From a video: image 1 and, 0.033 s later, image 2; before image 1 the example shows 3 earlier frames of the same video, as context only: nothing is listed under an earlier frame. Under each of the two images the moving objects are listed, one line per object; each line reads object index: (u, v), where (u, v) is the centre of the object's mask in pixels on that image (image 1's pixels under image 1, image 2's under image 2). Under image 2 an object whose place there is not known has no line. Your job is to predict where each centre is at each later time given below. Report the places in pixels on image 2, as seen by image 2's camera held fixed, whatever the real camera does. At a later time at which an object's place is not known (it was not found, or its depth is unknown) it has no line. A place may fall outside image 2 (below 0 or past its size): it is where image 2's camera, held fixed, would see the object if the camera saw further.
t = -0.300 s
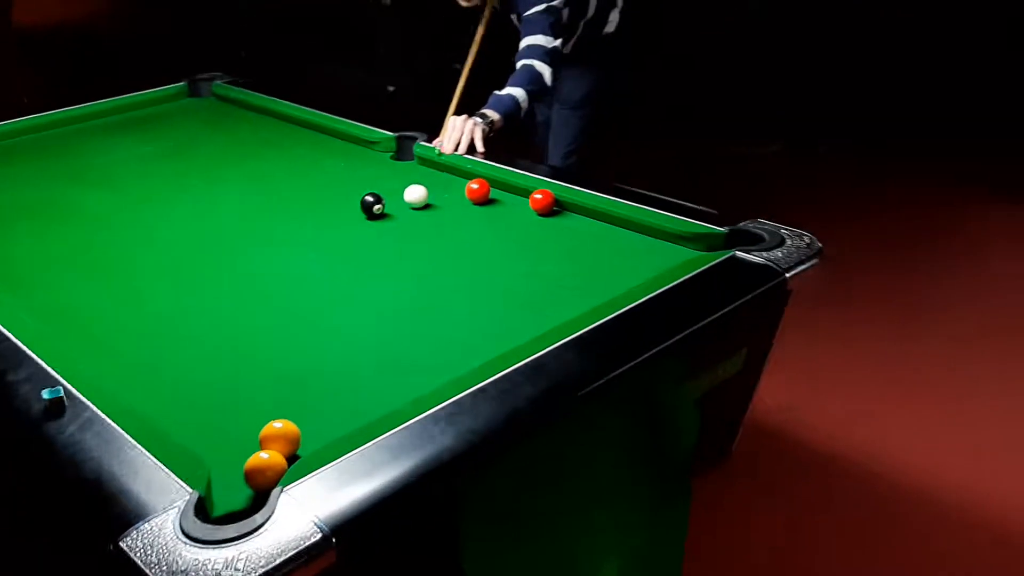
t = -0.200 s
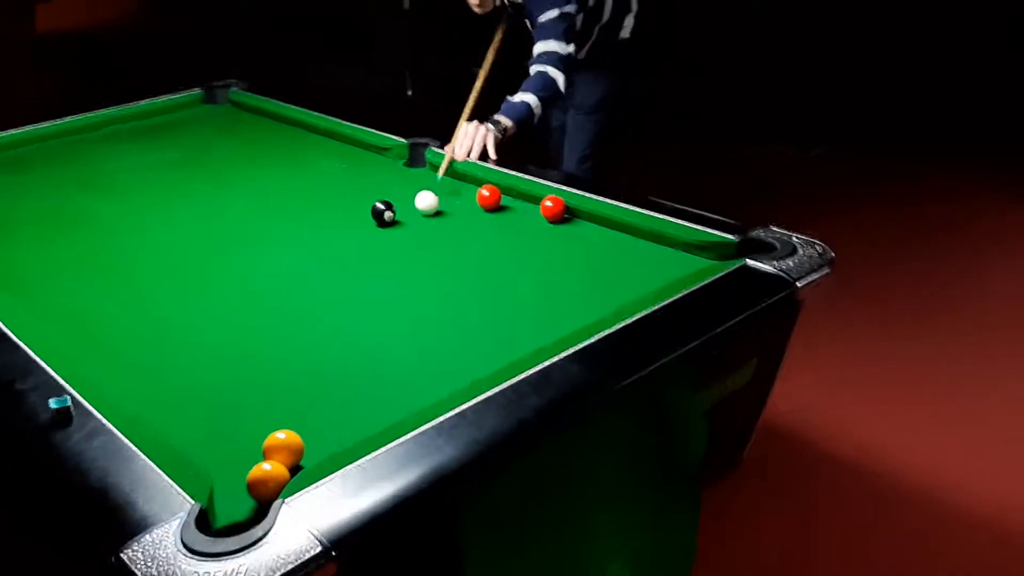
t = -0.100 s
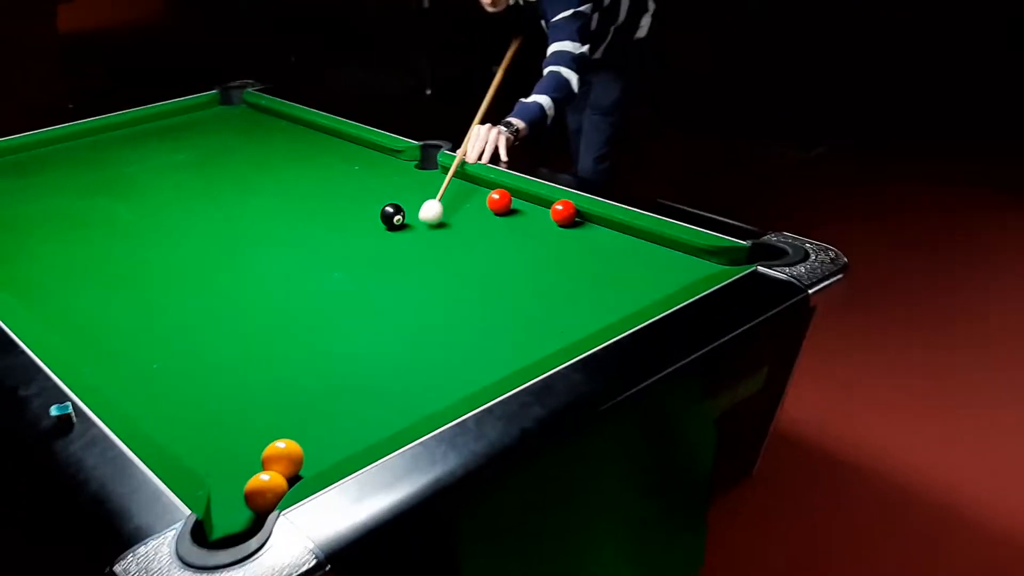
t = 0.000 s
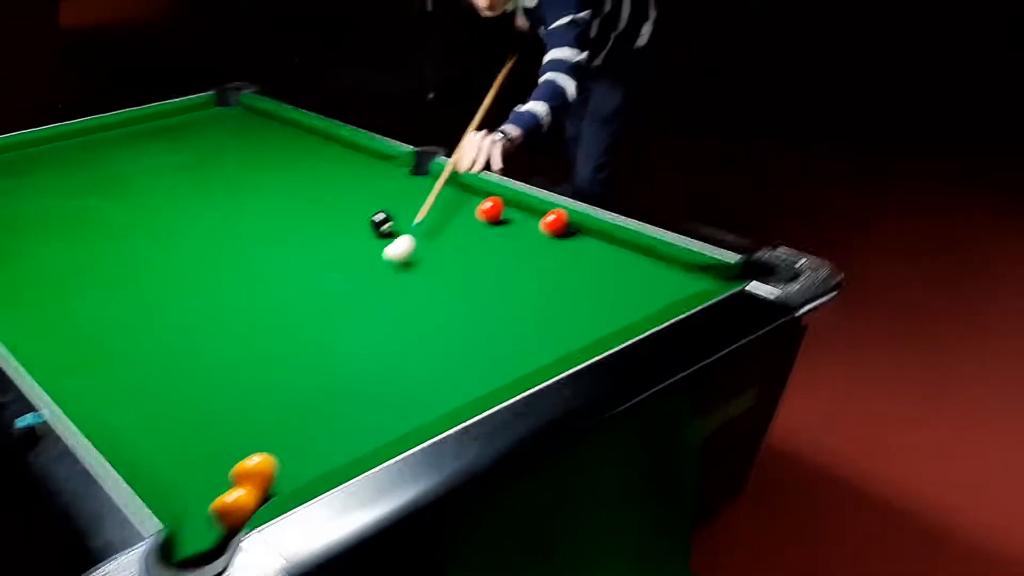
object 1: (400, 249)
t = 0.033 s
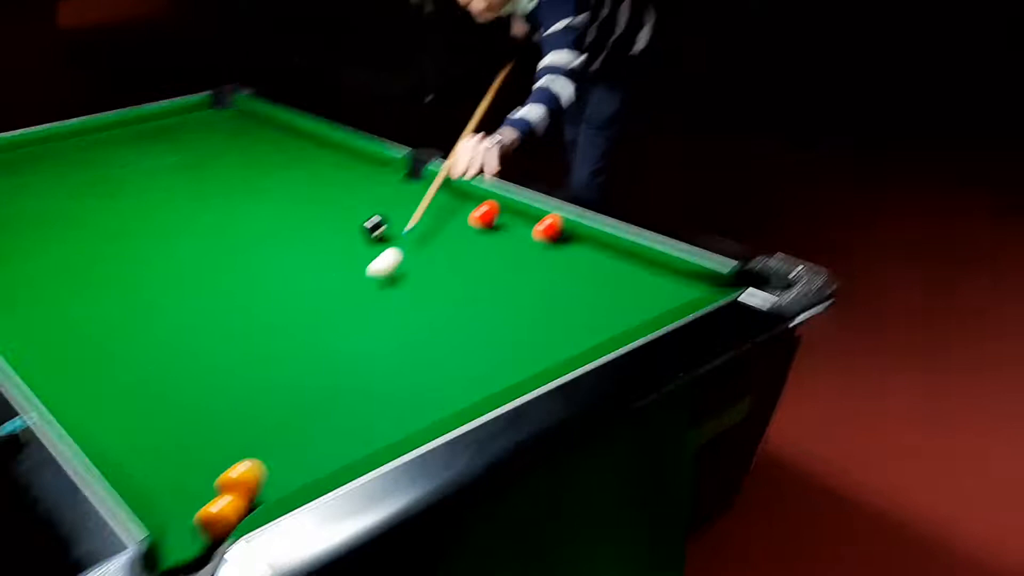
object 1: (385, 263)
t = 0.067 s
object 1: (378, 274)
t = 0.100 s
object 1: (370, 285)
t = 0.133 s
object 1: (361, 298)
